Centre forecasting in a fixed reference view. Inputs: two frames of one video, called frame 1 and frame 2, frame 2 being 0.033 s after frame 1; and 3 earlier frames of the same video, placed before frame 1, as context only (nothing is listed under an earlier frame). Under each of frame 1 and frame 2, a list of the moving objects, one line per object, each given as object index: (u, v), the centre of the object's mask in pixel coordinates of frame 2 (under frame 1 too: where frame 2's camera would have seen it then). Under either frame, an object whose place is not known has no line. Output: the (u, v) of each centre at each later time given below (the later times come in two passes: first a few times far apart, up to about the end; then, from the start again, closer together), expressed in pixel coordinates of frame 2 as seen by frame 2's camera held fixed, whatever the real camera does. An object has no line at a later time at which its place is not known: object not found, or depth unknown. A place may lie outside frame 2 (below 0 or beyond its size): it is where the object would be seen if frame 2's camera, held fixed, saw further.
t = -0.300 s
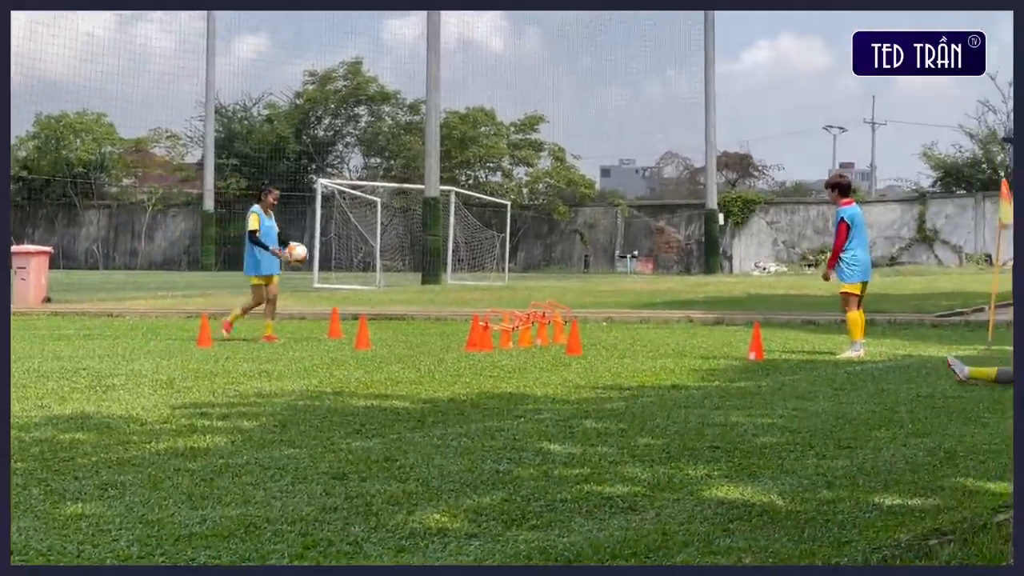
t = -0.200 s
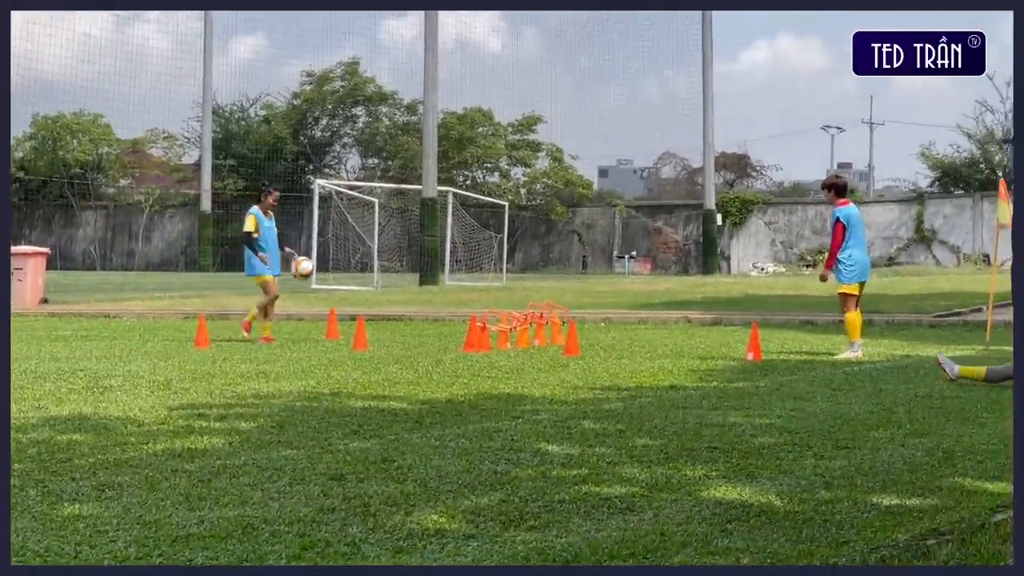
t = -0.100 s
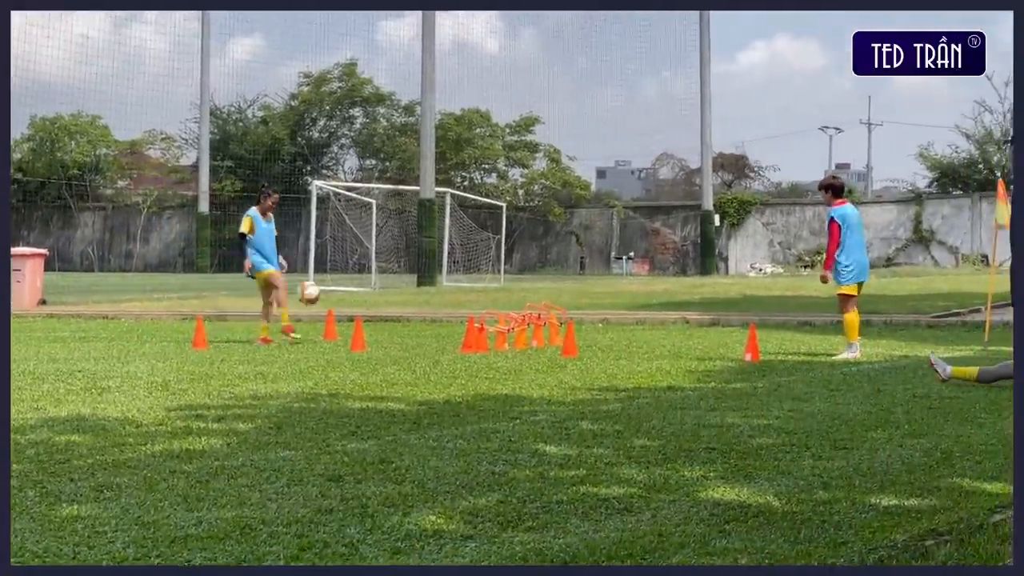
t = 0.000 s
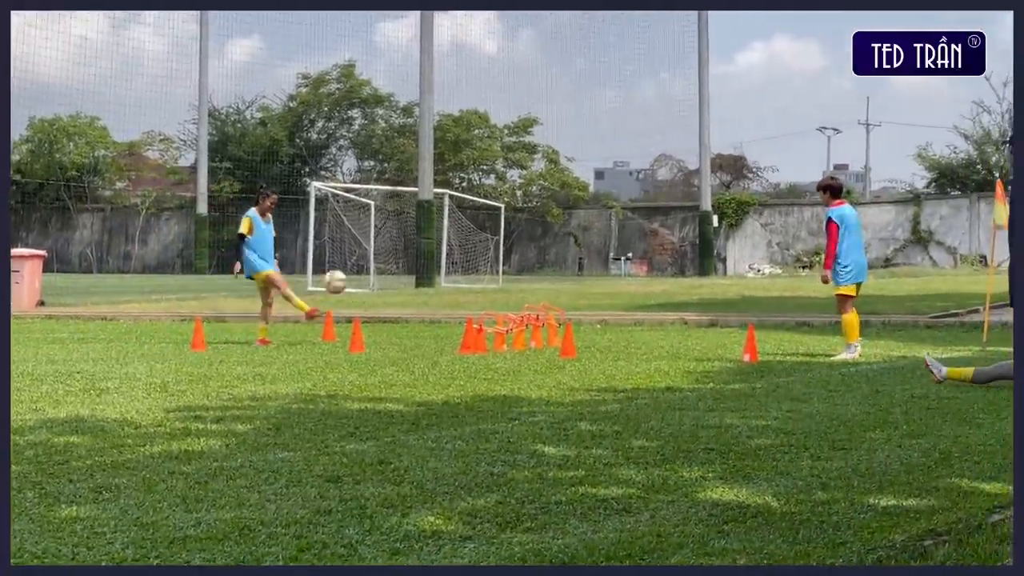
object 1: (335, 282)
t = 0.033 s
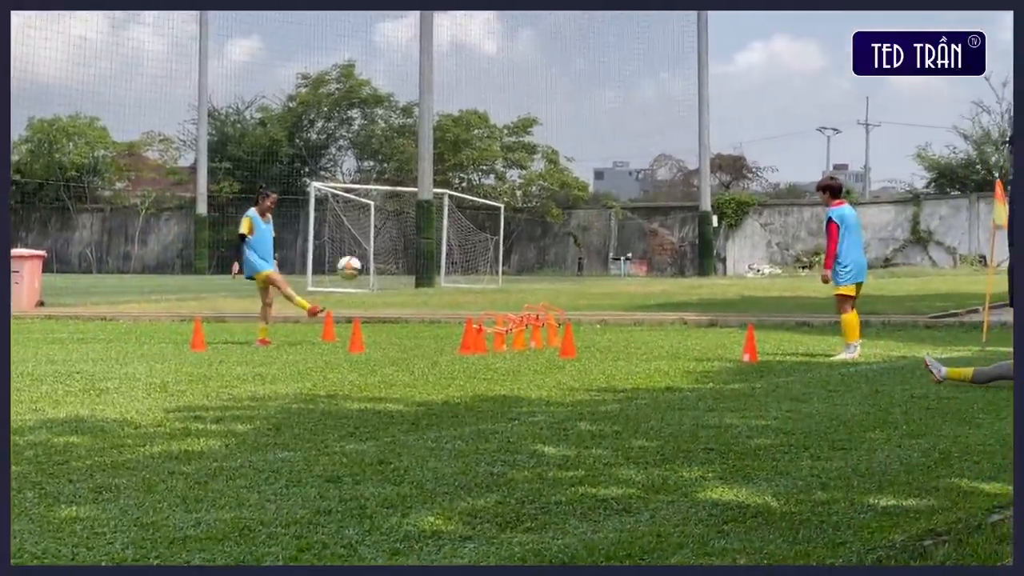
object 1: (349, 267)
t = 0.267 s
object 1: (450, 196)
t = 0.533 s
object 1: (569, 183)
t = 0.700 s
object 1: (645, 218)
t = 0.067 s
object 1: (363, 253)
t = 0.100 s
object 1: (378, 241)
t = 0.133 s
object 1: (393, 230)
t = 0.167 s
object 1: (407, 219)
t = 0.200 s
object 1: (421, 210)
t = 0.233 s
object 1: (434, 204)
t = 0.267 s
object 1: (450, 196)
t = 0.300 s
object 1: (464, 191)
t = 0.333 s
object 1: (480, 185)
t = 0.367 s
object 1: (494, 181)
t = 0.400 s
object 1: (510, 180)
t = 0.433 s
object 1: (525, 180)
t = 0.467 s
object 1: (540, 177)
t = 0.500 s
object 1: (554, 181)
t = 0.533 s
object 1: (569, 183)
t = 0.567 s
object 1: (584, 188)
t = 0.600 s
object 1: (599, 192)
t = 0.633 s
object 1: (614, 200)
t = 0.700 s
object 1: (645, 218)
